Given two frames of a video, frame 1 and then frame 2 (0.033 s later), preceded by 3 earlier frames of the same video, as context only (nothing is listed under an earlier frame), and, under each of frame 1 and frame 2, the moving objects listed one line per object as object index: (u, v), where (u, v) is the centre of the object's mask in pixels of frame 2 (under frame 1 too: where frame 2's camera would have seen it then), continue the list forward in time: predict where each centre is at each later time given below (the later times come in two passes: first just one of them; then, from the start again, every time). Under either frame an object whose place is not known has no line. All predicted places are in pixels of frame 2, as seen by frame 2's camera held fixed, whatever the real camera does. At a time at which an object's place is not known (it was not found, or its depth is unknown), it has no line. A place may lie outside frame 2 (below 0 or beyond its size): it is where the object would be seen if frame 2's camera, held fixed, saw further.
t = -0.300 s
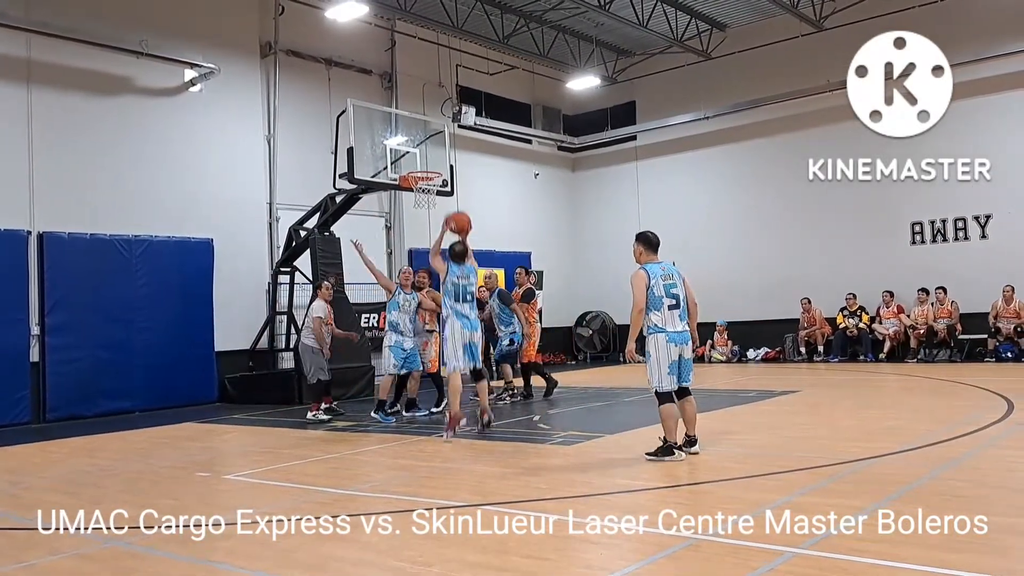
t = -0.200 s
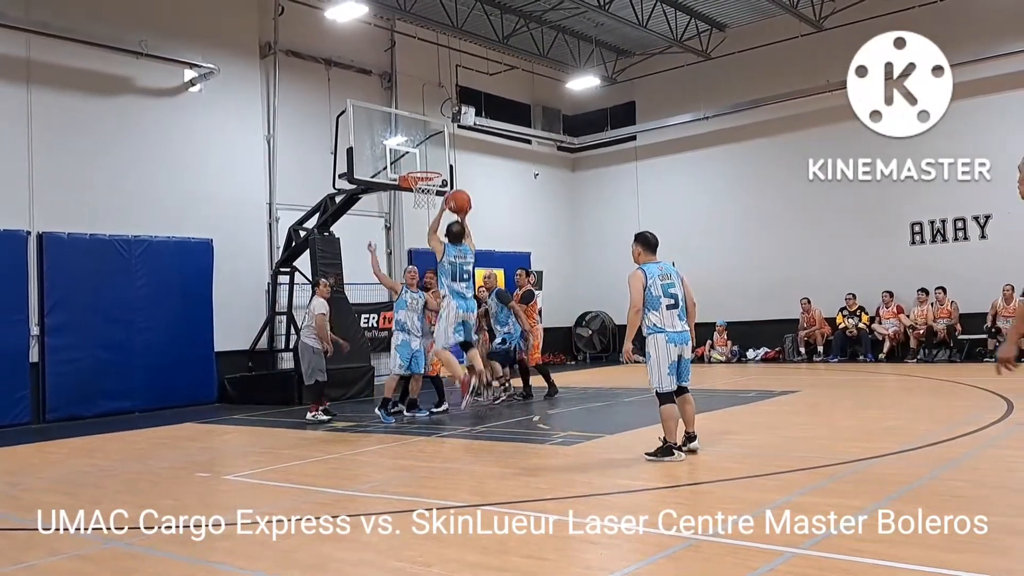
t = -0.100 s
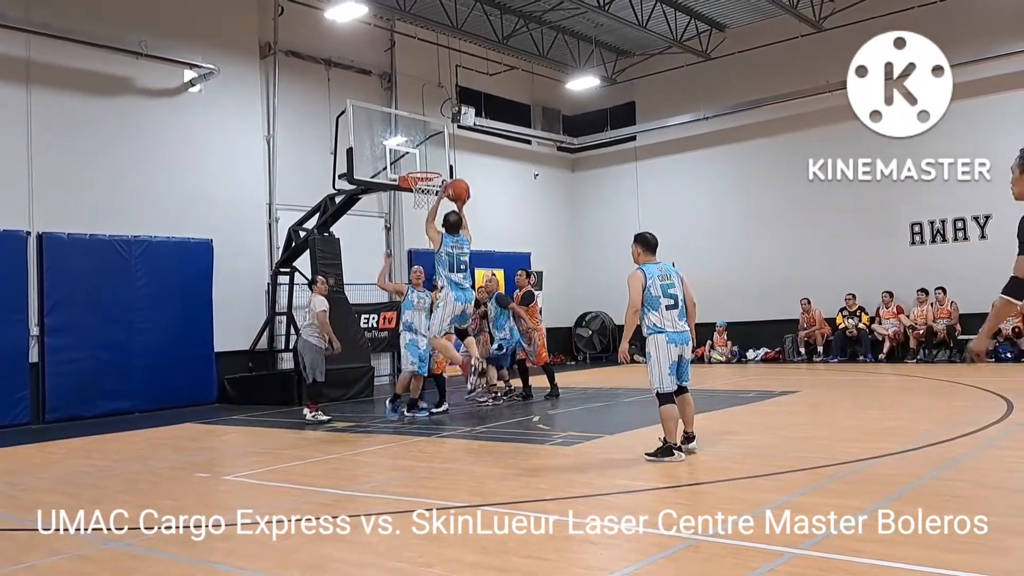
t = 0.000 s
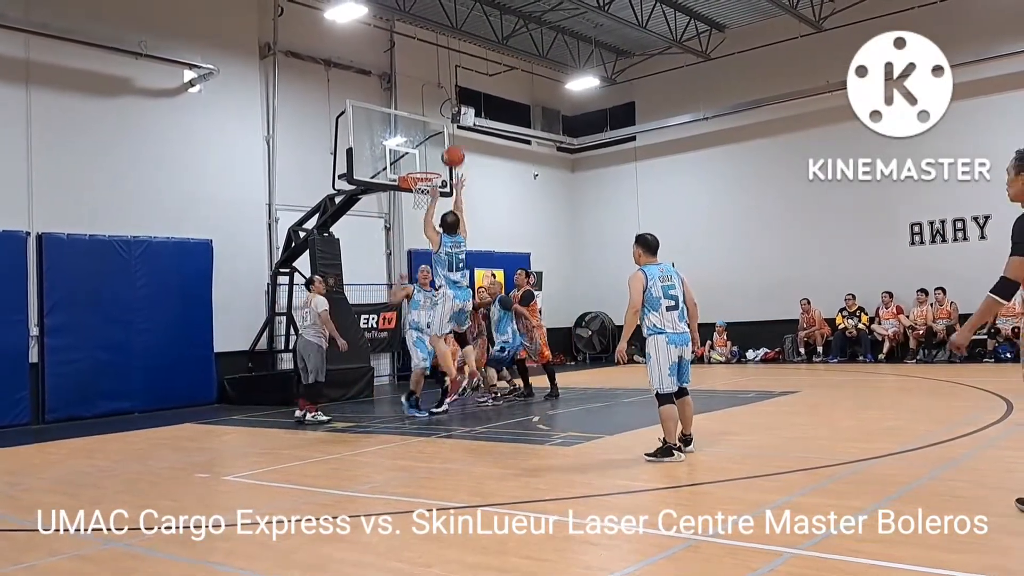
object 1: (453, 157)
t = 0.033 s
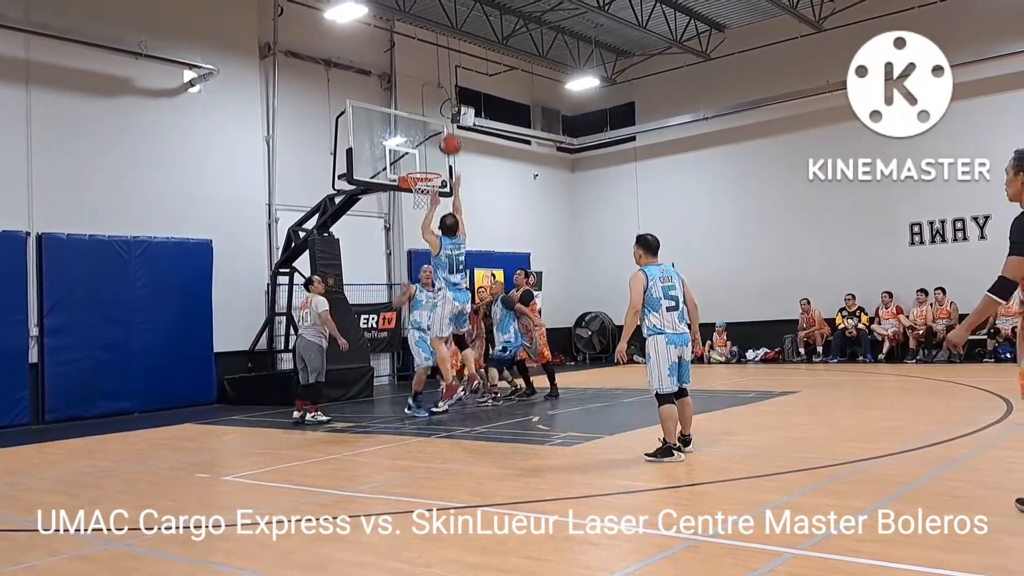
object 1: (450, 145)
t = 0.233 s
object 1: (438, 98)
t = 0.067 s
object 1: (448, 134)
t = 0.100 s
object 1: (446, 124)
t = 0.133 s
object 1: (444, 115)
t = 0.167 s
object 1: (442, 109)
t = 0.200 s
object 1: (440, 103)
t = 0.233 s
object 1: (438, 98)
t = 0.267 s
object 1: (437, 95)
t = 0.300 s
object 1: (435, 93)
